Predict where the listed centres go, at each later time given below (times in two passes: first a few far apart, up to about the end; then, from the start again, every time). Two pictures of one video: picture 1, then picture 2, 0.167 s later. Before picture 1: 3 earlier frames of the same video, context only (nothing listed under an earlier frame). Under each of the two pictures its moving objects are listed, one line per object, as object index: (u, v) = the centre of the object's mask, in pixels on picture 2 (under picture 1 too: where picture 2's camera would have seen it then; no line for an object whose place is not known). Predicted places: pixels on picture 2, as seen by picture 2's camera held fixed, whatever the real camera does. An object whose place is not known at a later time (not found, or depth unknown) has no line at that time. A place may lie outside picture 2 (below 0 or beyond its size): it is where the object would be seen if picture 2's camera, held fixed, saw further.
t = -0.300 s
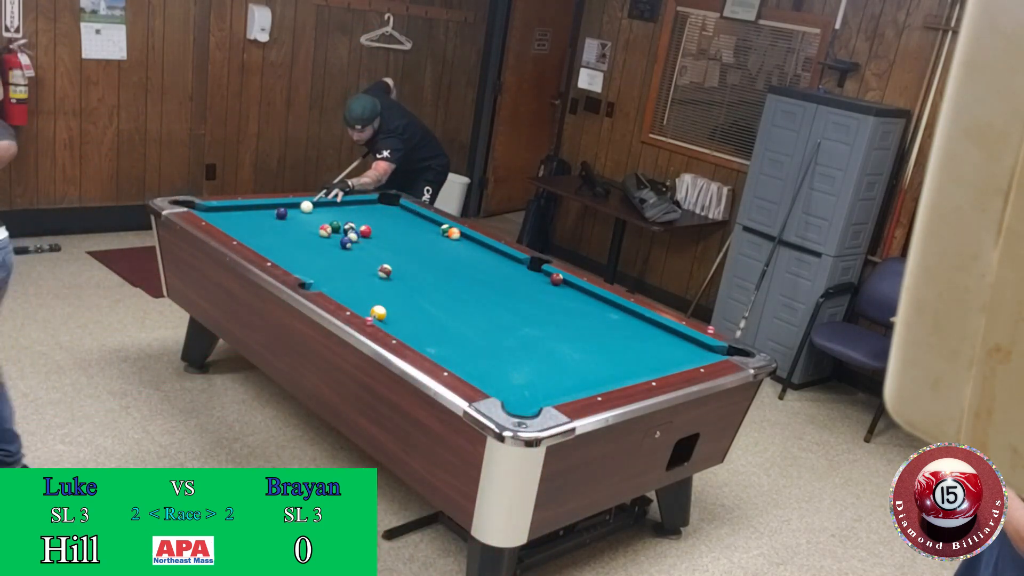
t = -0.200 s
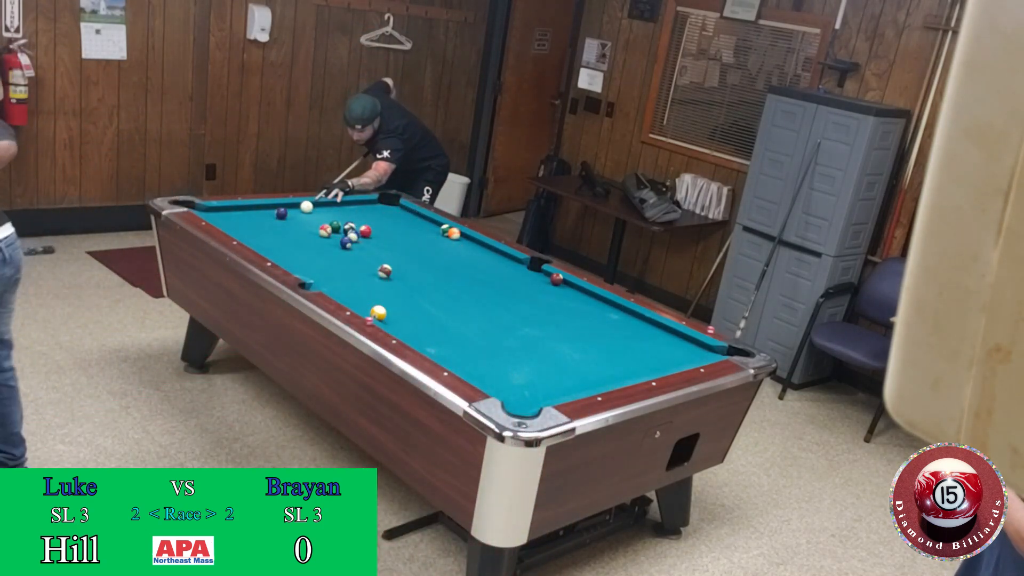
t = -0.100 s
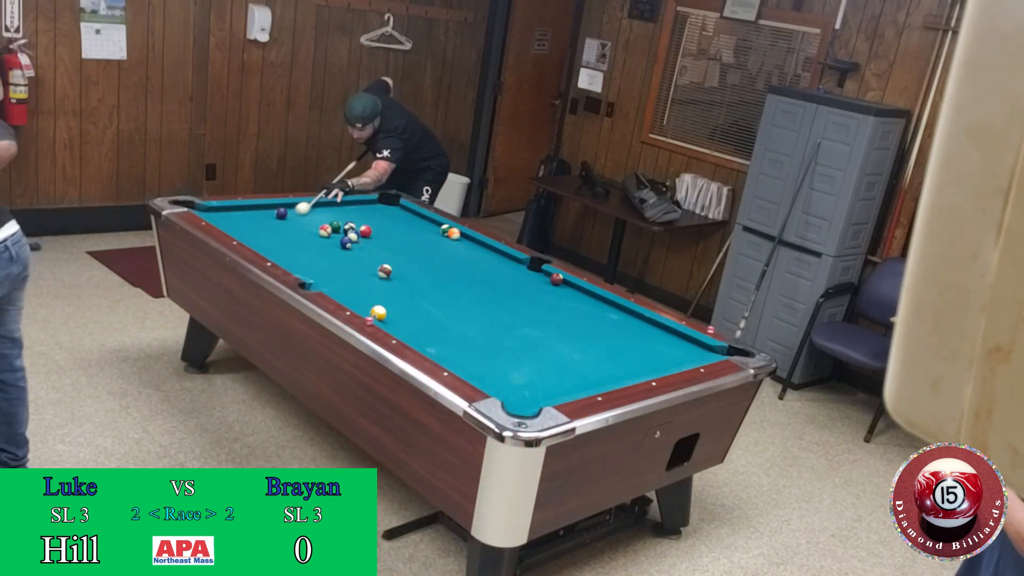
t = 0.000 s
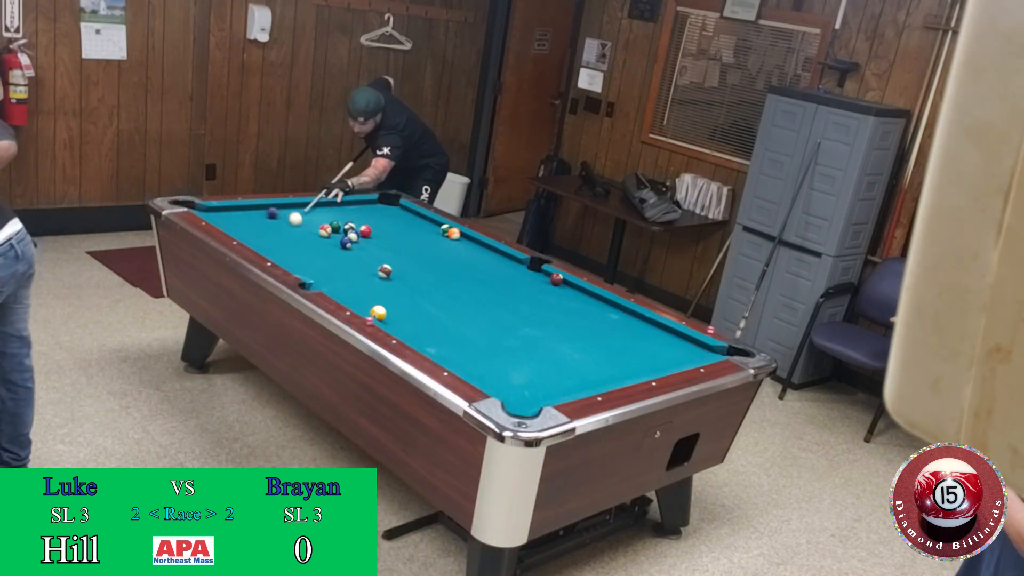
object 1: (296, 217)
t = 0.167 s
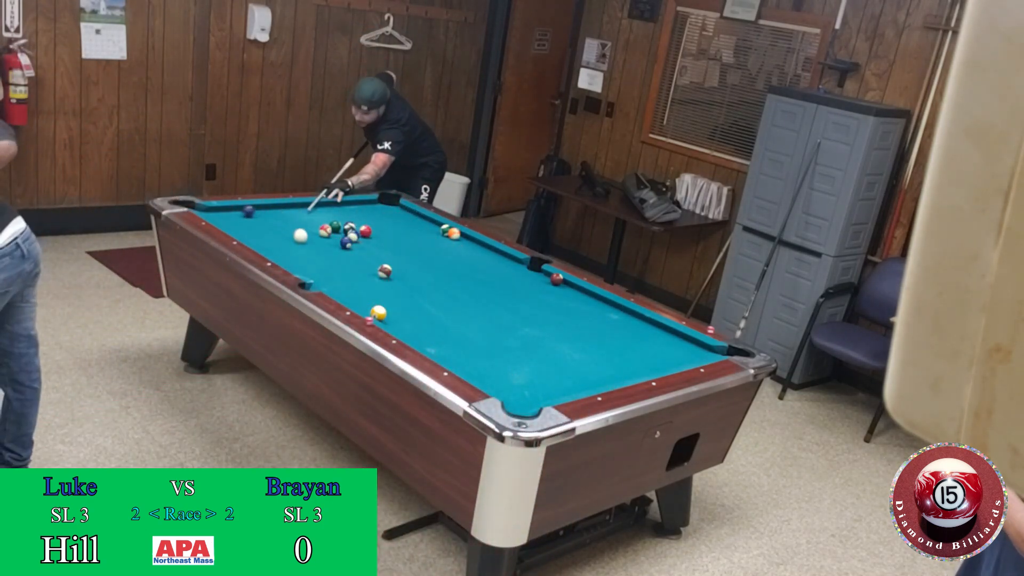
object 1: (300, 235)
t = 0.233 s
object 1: (302, 242)
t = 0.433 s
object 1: (308, 264)
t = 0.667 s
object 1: (338, 287)
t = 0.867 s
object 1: (384, 302)
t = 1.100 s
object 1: (438, 322)
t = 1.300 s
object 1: (486, 338)
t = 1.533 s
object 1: (544, 358)
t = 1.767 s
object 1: (603, 378)
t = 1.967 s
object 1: (602, 367)
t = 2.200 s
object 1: (593, 349)
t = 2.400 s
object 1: (586, 336)
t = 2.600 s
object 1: (579, 324)
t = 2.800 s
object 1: (573, 313)
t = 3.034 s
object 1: (567, 301)
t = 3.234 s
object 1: (563, 292)
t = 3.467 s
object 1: (558, 283)
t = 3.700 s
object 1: (557, 282)
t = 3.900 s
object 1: (556, 281)
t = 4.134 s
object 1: (556, 280)
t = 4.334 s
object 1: (555, 279)
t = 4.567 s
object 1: (555, 279)
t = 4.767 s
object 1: (555, 279)
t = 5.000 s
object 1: (555, 279)
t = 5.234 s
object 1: (555, 279)
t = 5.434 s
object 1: (555, 279)
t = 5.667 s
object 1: (555, 280)
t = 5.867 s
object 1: (555, 279)
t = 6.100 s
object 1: (555, 280)
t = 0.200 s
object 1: (301, 239)
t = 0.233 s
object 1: (302, 242)
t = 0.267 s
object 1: (303, 246)
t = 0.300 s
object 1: (304, 249)
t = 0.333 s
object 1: (305, 253)
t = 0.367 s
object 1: (306, 256)
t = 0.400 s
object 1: (307, 260)
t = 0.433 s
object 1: (308, 264)
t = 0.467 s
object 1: (309, 268)
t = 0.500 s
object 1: (311, 271)
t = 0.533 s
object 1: (312, 274)
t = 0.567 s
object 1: (316, 278)
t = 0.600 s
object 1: (323, 282)
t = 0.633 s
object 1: (330, 284)
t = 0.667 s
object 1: (338, 287)
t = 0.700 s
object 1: (345, 289)
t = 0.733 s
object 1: (353, 292)
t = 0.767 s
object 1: (360, 295)
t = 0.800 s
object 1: (368, 297)
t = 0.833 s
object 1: (375, 299)
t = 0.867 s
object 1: (384, 302)
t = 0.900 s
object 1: (392, 305)
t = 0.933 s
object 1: (399, 308)
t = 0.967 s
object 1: (407, 311)
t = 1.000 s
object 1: (414, 313)
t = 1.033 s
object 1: (422, 316)
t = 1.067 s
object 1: (430, 319)
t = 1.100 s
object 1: (438, 322)
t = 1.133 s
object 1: (446, 324)
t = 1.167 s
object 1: (454, 327)
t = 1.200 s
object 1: (462, 330)
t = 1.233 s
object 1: (470, 333)
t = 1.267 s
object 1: (478, 335)
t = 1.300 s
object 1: (486, 338)
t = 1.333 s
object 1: (495, 341)
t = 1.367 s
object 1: (503, 344)
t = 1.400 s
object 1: (511, 347)
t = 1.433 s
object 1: (519, 350)
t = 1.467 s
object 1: (527, 353)
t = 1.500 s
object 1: (536, 355)
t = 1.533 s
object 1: (544, 358)
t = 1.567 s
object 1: (552, 361)
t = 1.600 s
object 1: (561, 364)
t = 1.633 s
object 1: (569, 367)
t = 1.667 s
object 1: (578, 370)
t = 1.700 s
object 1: (586, 373)
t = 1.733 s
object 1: (595, 376)
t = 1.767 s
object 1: (603, 378)
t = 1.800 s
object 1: (610, 379)
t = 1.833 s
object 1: (608, 377)
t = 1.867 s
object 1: (607, 375)
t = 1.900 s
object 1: (605, 372)
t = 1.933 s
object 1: (604, 369)
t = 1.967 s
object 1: (602, 367)
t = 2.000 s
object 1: (601, 364)
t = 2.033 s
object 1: (599, 362)
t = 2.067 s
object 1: (598, 359)
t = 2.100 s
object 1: (597, 357)
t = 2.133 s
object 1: (596, 354)
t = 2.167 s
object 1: (594, 352)
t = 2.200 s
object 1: (593, 349)
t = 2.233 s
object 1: (592, 347)
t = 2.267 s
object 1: (591, 345)
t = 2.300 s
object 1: (589, 343)
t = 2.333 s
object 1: (588, 340)
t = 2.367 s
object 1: (587, 338)
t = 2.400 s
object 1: (586, 336)
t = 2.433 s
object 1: (585, 334)
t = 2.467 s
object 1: (584, 332)
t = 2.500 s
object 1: (583, 330)
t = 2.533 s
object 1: (581, 328)
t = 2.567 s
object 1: (580, 326)
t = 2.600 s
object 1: (579, 324)
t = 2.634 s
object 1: (578, 322)
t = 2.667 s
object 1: (577, 320)
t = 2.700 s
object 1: (576, 318)
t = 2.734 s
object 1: (575, 317)
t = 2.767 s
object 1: (574, 315)
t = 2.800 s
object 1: (573, 313)
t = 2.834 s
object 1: (573, 311)
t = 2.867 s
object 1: (572, 310)
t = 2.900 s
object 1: (571, 308)
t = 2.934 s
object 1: (570, 306)
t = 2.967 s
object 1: (569, 305)
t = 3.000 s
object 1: (568, 303)
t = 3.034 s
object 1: (567, 301)
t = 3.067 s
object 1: (567, 300)
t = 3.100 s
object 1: (566, 299)
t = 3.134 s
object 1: (565, 297)
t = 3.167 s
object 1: (564, 295)
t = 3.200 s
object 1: (563, 294)
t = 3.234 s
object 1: (563, 292)
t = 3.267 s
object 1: (562, 291)
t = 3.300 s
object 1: (561, 290)
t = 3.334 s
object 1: (561, 288)
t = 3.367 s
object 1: (560, 287)
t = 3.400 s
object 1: (559, 286)
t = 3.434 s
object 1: (559, 284)
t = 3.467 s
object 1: (558, 283)
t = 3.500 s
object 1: (558, 283)
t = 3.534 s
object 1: (558, 283)
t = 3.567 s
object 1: (557, 282)
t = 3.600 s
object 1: (557, 282)
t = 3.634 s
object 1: (557, 282)
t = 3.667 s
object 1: (557, 282)
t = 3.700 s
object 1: (557, 282)
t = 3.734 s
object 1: (557, 282)
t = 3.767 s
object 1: (556, 281)
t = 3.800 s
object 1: (557, 281)
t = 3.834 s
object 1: (557, 281)
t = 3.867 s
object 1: (557, 281)
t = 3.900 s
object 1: (556, 281)
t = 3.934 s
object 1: (556, 280)
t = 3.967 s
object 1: (556, 280)
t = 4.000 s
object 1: (556, 280)
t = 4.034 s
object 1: (556, 280)
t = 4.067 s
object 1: (556, 280)
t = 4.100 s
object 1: (556, 280)
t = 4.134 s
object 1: (556, 280)
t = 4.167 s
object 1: (556, 280)
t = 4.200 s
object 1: (556, 280)
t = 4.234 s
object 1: (556, 280)
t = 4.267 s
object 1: (556, 279)
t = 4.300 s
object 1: (555, 279)
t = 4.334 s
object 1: (555, 279)
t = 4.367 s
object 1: (555, 279)
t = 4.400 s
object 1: (555, 279)
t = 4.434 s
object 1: (555, 279)
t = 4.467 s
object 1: (555, 279)
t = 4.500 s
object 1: (555, 279)
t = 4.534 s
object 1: (554, 279)
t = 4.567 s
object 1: (555, 279)
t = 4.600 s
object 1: (555, 279)
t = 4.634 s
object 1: (555, 279)
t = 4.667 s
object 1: (555, 279)
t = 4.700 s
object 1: (555, 279)
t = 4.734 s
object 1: (555, 279)
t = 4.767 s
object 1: (555, 279)
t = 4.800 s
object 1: (555, 280)
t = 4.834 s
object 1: (555, 280)
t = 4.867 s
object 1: (555, 279)
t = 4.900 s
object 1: (555, 279)
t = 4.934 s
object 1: (555, 280)
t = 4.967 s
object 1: (555, 279)
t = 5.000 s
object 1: (555, 279)
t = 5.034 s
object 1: (555, 279)
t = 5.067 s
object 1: (555, 279)
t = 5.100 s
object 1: (555, 279)
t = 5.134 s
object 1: (555, 279)
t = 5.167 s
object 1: (555, 279)
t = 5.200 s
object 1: (555, 279)
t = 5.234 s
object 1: (555, 279)
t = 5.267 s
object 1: (555, 279)
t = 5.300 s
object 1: (555, 279)
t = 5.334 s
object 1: (555, 279)
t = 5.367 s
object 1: (555, 279)
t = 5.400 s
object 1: (555, 279)
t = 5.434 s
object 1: (555, 279)
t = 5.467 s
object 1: (555, 279)
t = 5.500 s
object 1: (555, 279)
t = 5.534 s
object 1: (555, 280)
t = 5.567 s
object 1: (555, 280)
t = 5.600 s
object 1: (555, 280)
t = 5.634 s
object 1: (555, 280)
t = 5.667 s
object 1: (555, 280)
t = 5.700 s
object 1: (555, 280)
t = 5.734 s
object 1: (555, 280)
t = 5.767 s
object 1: (555, 280)
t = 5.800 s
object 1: (555, 280)
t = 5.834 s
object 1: (555, 280)
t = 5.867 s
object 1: (555, 279)
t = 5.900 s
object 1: (555, 279)
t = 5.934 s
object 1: (555, 279)
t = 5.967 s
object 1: (555, 280)
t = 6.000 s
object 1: (555, 280)
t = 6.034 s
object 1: (555, 280)
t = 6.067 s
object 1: (555, 280)
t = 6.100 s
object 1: (555, 280)
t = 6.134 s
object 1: (555, 280)
